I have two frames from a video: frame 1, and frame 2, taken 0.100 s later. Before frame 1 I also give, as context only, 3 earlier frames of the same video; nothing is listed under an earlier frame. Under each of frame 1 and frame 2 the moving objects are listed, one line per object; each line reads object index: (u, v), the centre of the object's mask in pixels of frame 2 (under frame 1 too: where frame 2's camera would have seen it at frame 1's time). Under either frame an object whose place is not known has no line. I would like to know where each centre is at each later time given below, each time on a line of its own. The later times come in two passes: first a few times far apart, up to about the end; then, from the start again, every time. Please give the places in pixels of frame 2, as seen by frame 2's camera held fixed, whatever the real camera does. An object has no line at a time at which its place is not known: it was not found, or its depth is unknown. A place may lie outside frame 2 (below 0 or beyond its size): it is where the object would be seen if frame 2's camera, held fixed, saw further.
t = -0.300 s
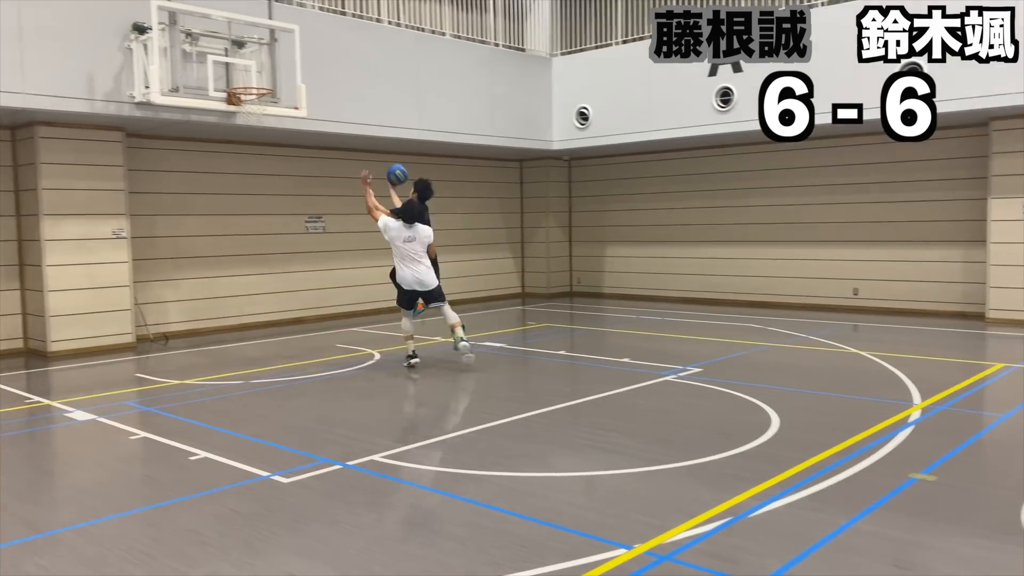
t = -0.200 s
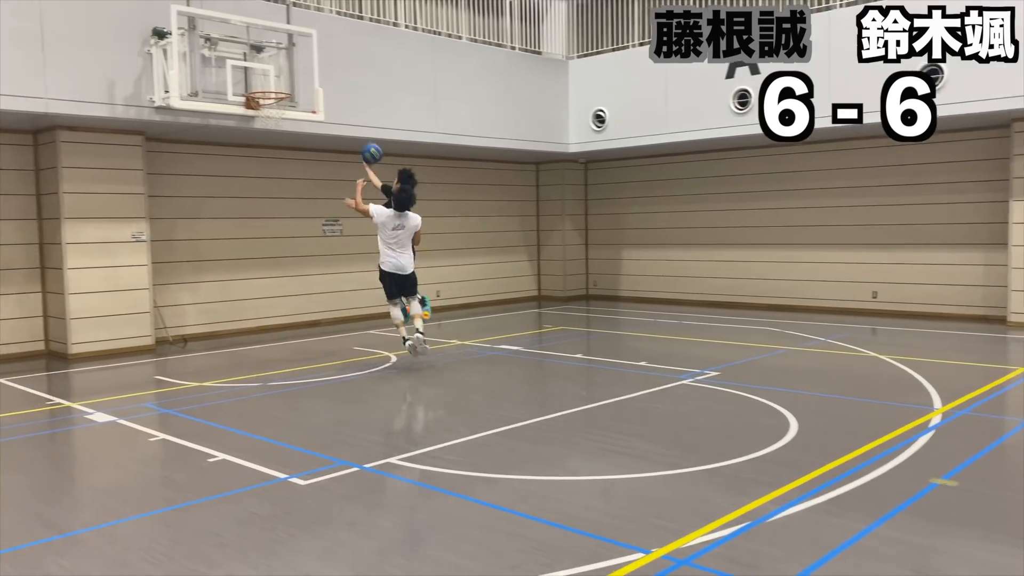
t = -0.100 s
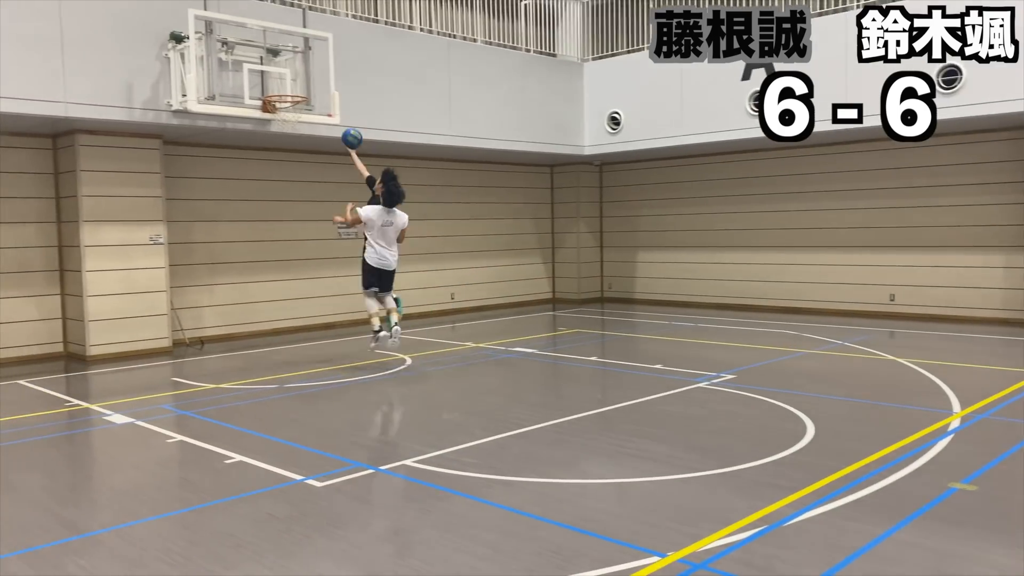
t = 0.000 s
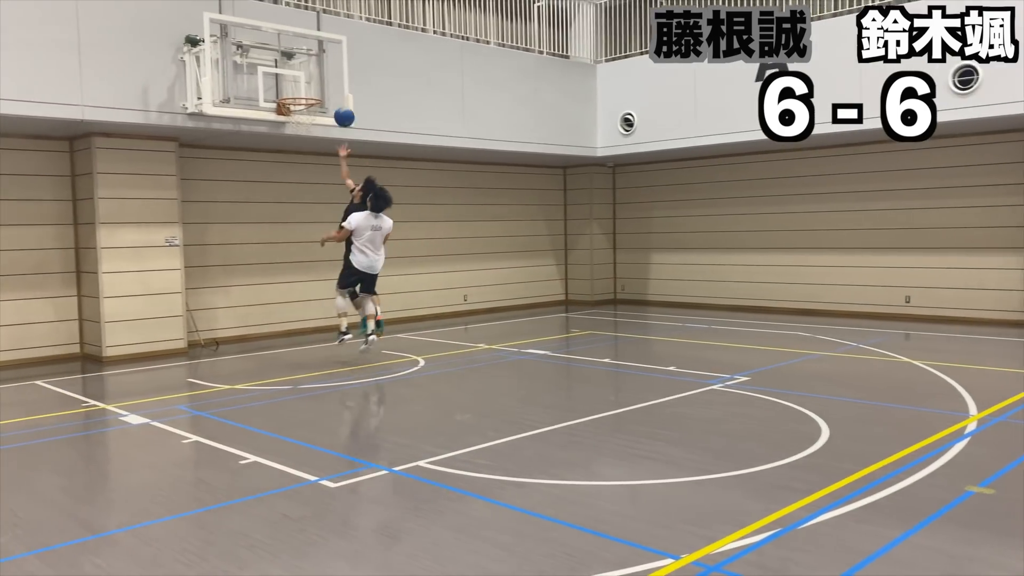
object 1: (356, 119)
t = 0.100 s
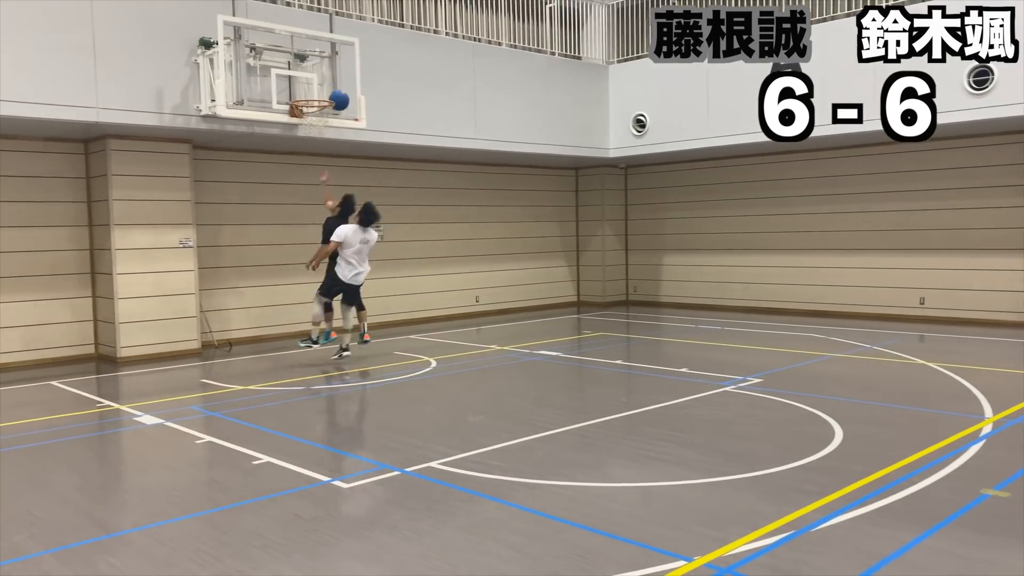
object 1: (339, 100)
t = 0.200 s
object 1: (321, 89)
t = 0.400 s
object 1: (314, 82)
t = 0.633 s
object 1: (316, 112)
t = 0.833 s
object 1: (320, 124)
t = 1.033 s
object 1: (316, 152)
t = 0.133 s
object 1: (333, 95)
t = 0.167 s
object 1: (327, 91)
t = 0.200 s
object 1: (321, 89)
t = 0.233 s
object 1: (316, 88)
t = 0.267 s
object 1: (315, 85)
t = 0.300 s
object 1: (314, 83)
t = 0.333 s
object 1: (314, 82)
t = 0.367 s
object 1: (314, 82)
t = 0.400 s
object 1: (314, 82)
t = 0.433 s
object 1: (314, 84)
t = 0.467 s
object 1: (314, 87)
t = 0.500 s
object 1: (314, 90)
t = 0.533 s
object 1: (314, 95)
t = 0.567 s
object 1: (314, 101)
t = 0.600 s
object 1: (314, 109)
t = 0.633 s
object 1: (316, 112)
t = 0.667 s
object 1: (317, 112)
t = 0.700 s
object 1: (317, 113)
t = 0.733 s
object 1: (318, 115)
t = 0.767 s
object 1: (319, 118)
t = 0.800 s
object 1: (320, 121)
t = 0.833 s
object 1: (320, 124)
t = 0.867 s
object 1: (319, 126)
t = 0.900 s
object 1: (318, 130)
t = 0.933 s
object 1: (317, 136)
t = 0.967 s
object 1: (317, 140)
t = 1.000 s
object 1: (317, 147)
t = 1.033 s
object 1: (316, 152)
